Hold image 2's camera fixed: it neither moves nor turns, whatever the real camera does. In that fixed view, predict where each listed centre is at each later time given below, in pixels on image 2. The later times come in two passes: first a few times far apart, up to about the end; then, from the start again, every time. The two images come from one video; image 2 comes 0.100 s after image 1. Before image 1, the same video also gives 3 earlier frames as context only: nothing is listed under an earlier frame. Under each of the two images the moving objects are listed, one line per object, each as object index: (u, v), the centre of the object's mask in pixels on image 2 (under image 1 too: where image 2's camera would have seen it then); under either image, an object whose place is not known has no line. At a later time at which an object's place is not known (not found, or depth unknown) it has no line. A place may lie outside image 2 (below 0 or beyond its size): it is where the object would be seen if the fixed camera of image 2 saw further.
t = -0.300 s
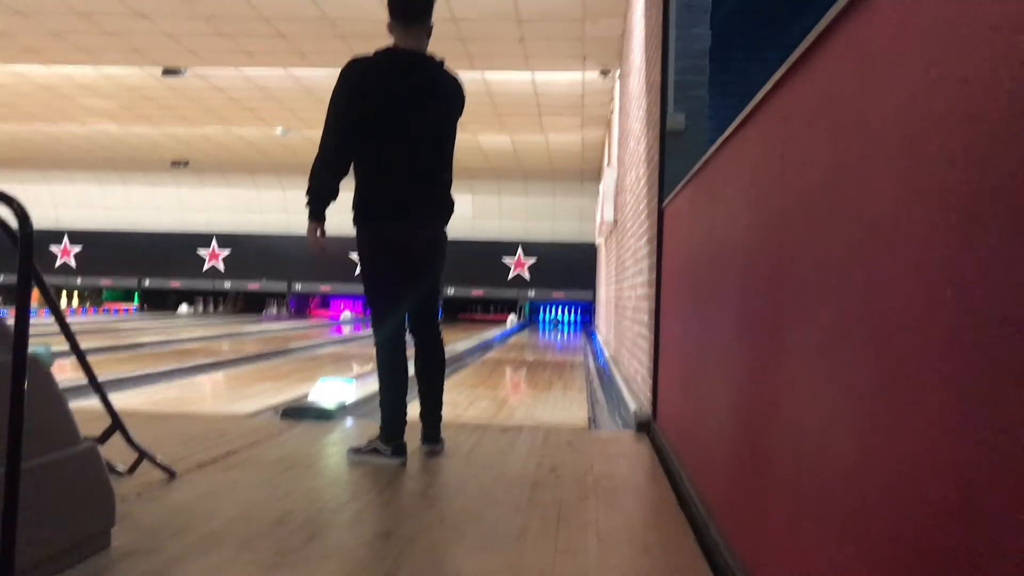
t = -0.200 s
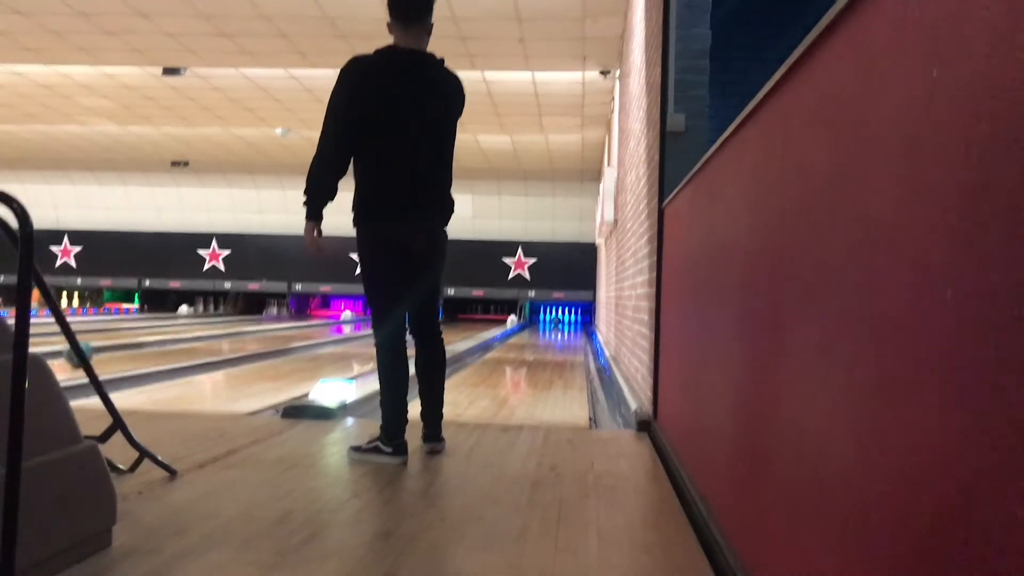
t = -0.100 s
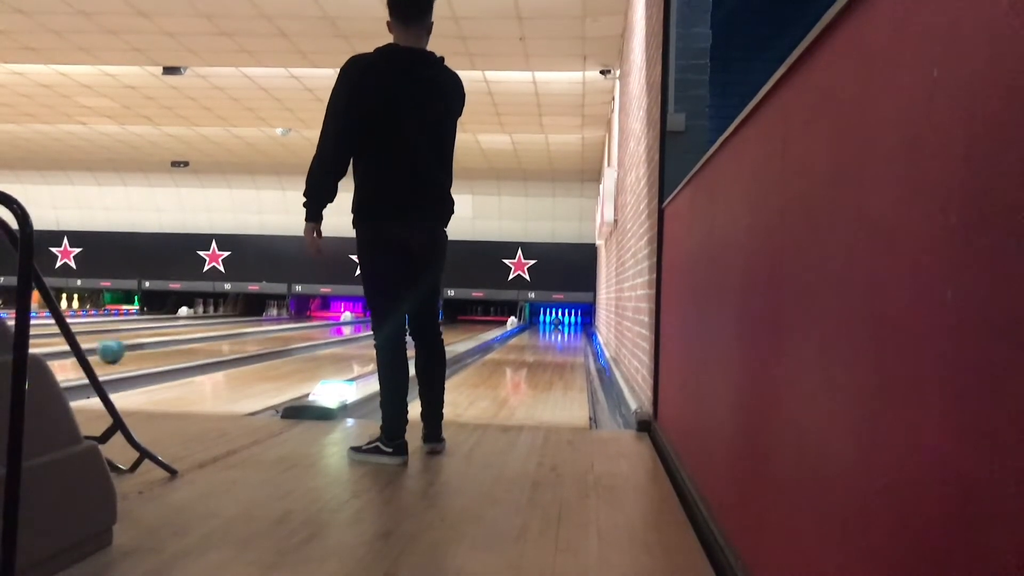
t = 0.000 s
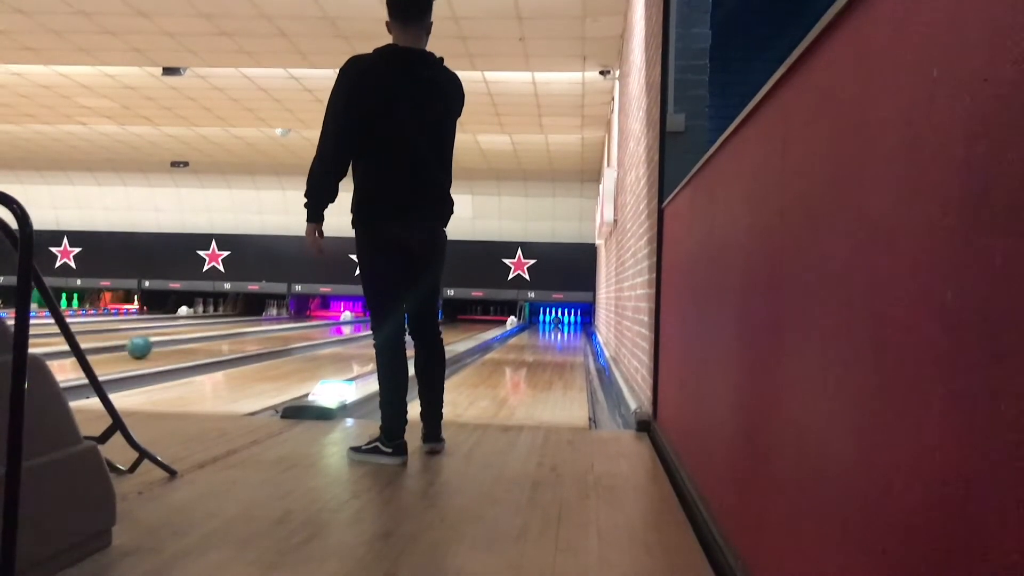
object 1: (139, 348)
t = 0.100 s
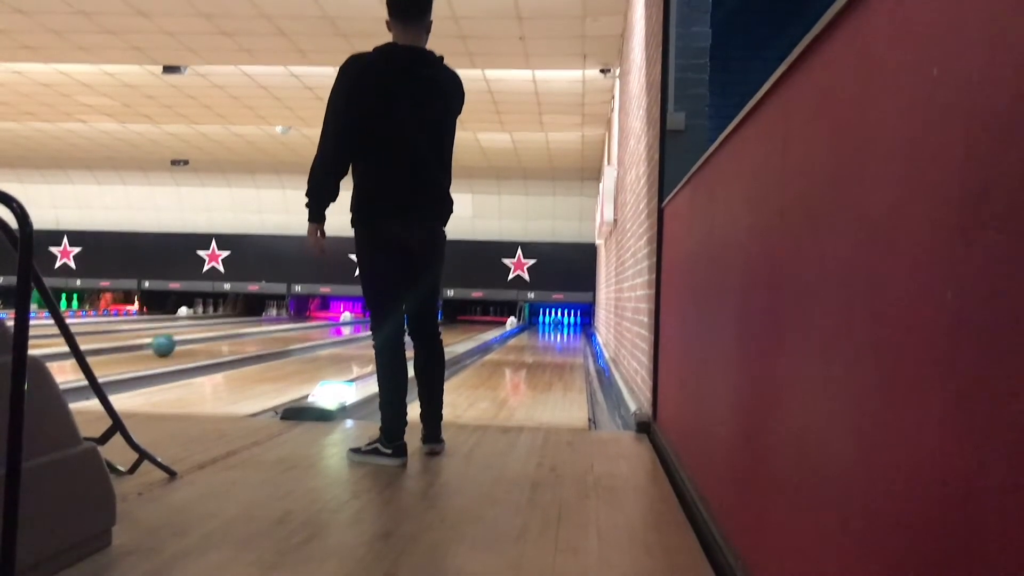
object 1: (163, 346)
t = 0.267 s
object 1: (198, 340)
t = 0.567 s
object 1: (244, 336)
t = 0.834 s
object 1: (275, 330)
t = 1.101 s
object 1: (298, 328)
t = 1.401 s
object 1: (319, 324)
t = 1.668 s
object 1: (333, 322)
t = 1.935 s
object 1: (344, 320)
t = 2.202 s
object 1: (353, 319)
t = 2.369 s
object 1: (356, 318)
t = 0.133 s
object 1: (170, 345)
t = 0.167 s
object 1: (178, 343)
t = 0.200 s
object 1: (185, 342)
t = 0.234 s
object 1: (191, 341)
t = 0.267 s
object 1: (198, 340)
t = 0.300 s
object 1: (204, 340)
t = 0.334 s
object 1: (209, 339)
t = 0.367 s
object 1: (215, 339)
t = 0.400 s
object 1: (221, 339)
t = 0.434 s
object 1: (226, 336)
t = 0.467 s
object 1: (230, 336)
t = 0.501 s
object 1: (235, 337)
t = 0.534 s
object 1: (239, 335)
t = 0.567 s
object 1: (244, 336)
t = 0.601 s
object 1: (248, 335)
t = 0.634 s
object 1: (252, 335)
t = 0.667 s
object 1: (256, 333)
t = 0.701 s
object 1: (261, 332)
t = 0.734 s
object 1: (264, 331)
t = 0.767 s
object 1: (268, 331)
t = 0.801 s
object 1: (271, 330)
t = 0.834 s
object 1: (275, 330)
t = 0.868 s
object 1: (278, 330)
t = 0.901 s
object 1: (281, 329)
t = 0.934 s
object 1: (284, 329)
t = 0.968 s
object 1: (287, 328)
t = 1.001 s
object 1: (290, 328)
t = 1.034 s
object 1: (293, 327)
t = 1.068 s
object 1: (295, 328)
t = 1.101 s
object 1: (298, 328)
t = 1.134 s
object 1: (300, 328)
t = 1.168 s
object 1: (303, 327)
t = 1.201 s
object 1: (306, 326)
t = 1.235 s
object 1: (308, 324)
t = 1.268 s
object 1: (310, 325)
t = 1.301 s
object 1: (313, 325)
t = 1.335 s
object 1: (315, 325)
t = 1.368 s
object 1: (317, 325)
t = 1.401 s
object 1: (319, 324)
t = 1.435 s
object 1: (321, 324)
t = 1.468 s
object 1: (323, 324)
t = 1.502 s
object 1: (324, 324)
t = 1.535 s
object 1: (326, 324)
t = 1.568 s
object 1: (328, 323)
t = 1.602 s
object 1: (330, 323)
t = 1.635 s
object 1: (332, 322)
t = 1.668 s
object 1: (333, 322)
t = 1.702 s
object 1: (334, 322)
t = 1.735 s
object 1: (336, 322)
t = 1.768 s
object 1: (337, 322)
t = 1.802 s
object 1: (339, 321)
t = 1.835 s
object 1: (340, 321)
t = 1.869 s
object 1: (342, 321)
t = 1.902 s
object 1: (343, 321)
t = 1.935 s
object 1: (344, 320)
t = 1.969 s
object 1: (345, 320)
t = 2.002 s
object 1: (346, 320)
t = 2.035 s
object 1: (347, 320)
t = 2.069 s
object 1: (348, 320)
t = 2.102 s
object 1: (350, 319)
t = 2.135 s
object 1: (352, 320)
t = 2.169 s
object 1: (353, 320)
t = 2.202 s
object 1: (353, 319)
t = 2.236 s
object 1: (354, 319)
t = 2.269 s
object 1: (355, 319)
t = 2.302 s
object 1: (355, 319)
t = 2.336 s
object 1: (356, 319)
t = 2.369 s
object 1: (356, 318)
